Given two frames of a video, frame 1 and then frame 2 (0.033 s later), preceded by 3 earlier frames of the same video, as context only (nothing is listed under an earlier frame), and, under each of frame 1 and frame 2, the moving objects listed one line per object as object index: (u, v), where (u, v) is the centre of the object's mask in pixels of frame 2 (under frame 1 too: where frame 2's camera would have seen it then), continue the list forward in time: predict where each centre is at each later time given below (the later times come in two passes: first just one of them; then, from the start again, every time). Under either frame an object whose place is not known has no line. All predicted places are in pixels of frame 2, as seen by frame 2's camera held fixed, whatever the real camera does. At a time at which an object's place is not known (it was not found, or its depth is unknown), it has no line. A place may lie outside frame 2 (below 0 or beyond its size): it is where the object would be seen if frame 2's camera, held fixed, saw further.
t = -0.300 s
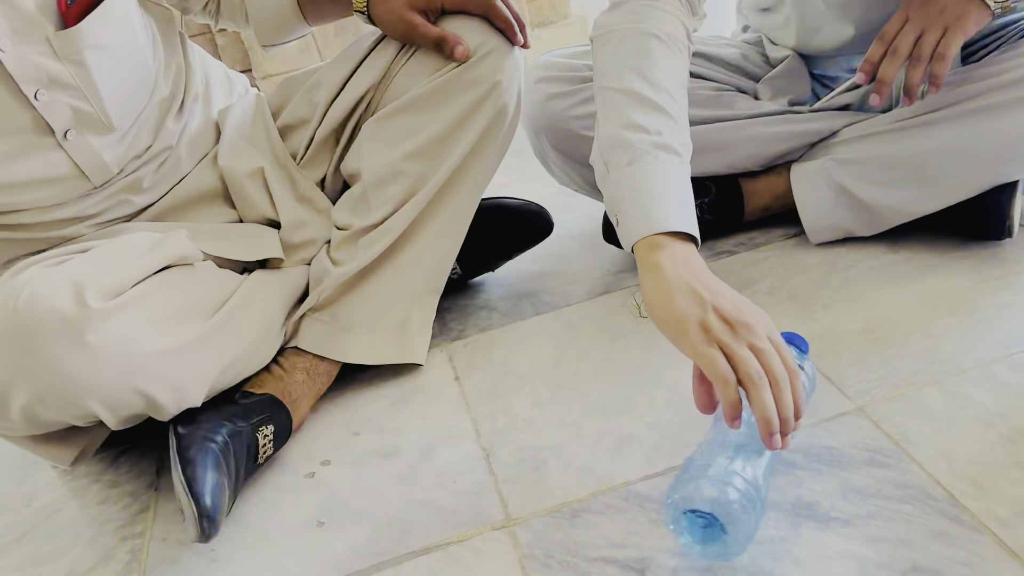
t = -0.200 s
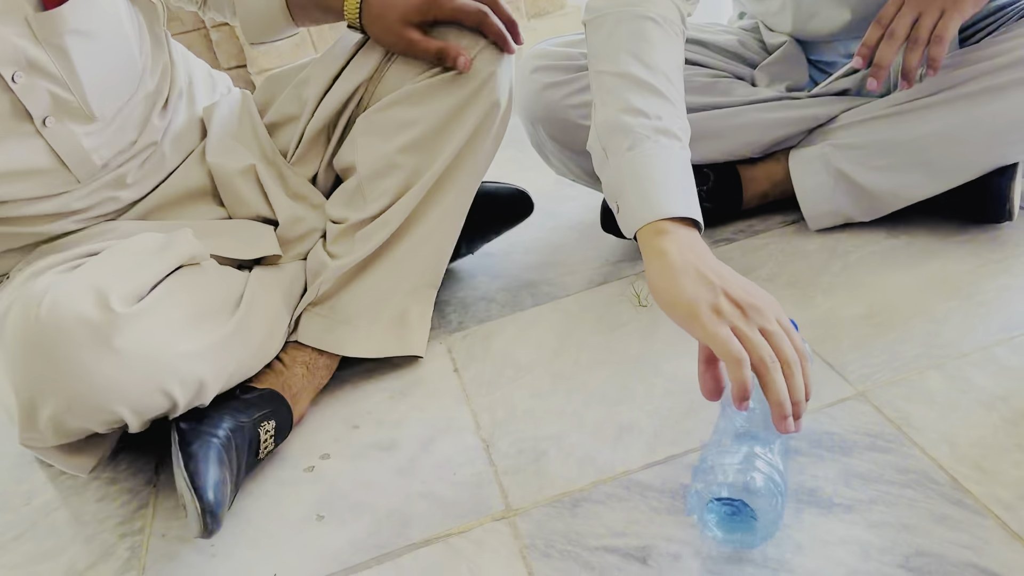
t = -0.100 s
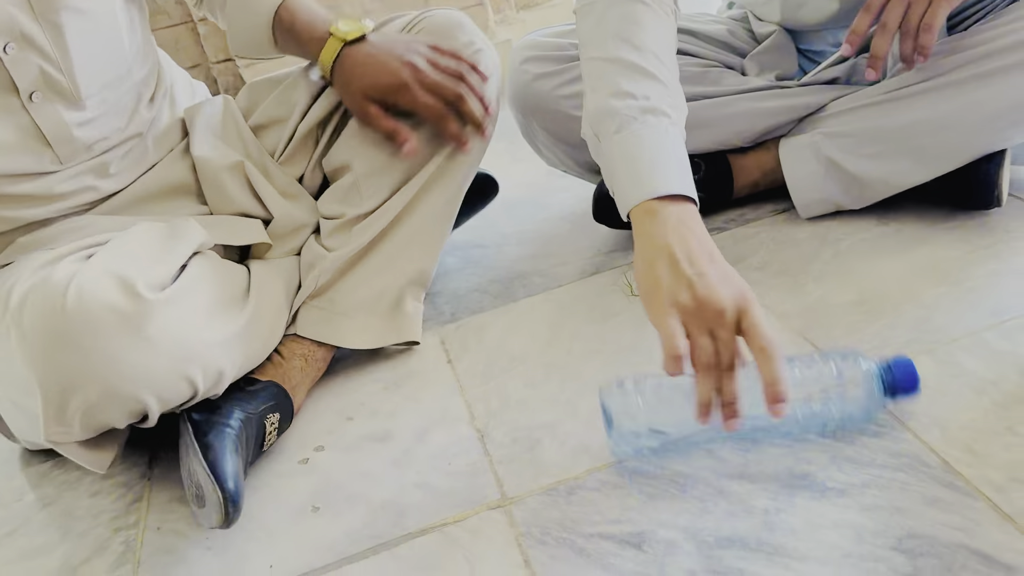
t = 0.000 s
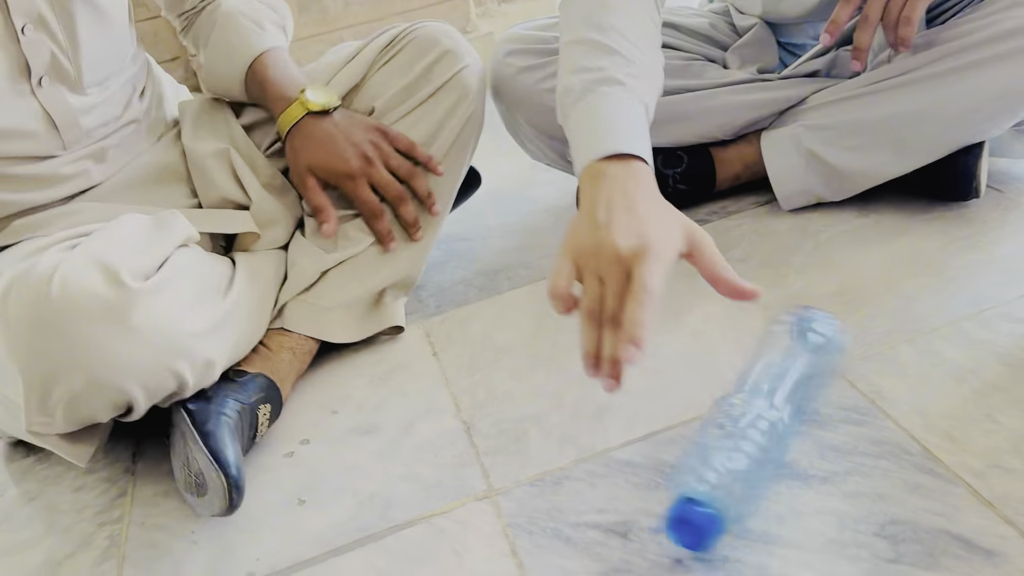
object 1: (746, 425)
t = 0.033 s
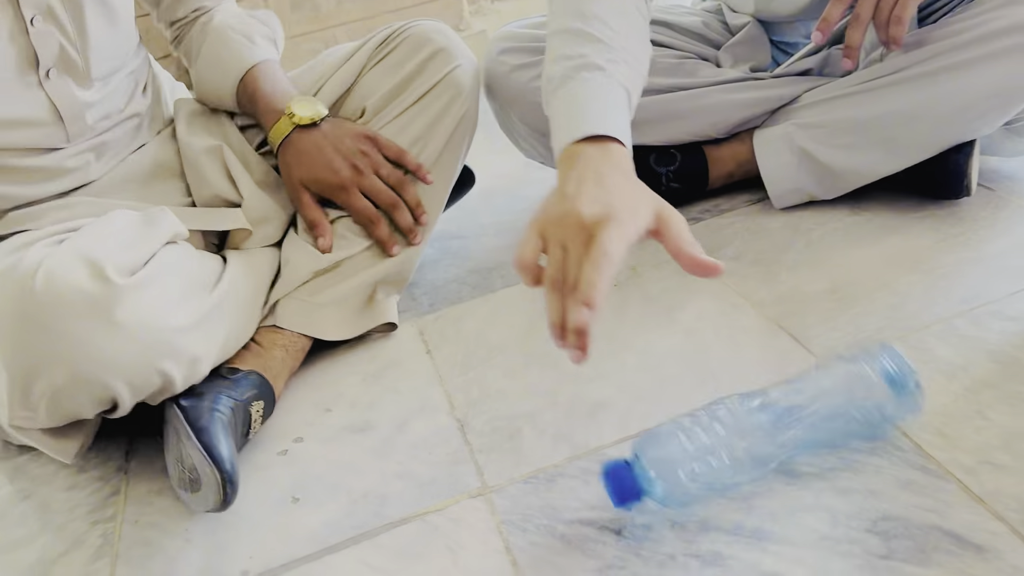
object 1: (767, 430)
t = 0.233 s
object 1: (759, 487)
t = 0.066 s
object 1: (788, 447)
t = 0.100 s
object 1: (804, 476)
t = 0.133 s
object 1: (787, 489)
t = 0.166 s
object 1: (769, 488)
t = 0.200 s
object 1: (754, 493)
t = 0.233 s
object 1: (759, 487)
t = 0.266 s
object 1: (772, 485)
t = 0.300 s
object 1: (782, 491)
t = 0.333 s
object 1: (774, 487)
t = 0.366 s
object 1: (770, 484)
